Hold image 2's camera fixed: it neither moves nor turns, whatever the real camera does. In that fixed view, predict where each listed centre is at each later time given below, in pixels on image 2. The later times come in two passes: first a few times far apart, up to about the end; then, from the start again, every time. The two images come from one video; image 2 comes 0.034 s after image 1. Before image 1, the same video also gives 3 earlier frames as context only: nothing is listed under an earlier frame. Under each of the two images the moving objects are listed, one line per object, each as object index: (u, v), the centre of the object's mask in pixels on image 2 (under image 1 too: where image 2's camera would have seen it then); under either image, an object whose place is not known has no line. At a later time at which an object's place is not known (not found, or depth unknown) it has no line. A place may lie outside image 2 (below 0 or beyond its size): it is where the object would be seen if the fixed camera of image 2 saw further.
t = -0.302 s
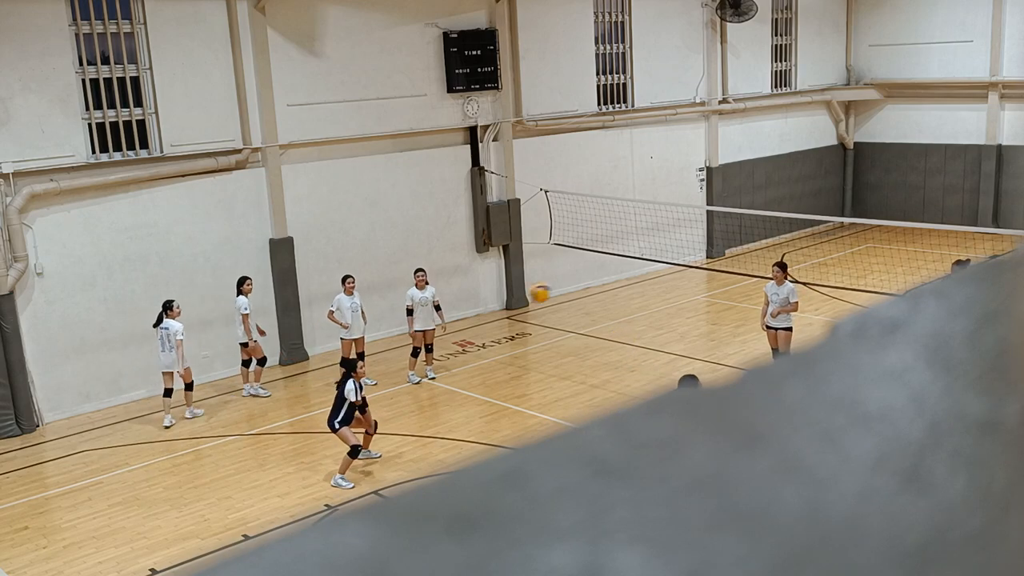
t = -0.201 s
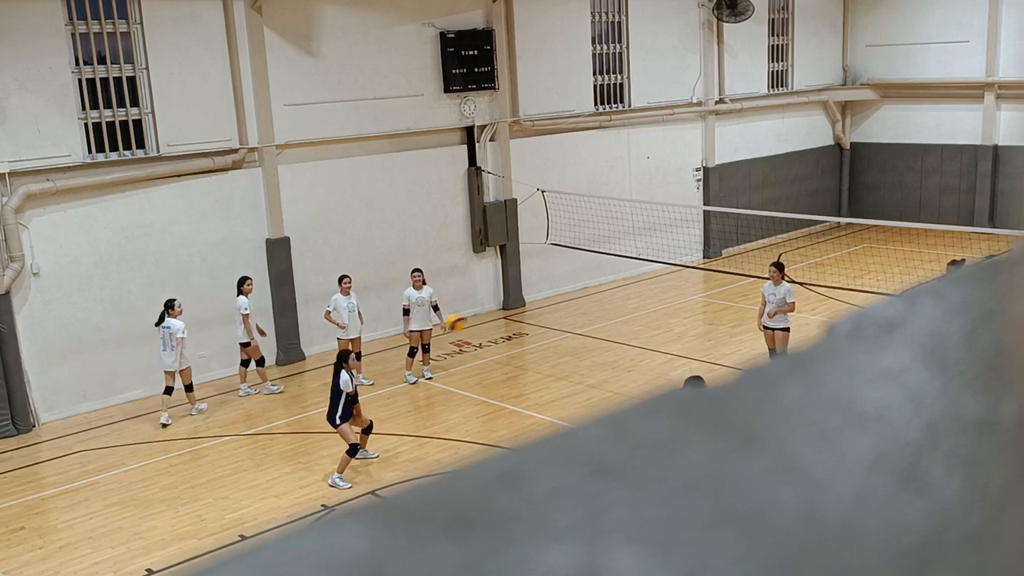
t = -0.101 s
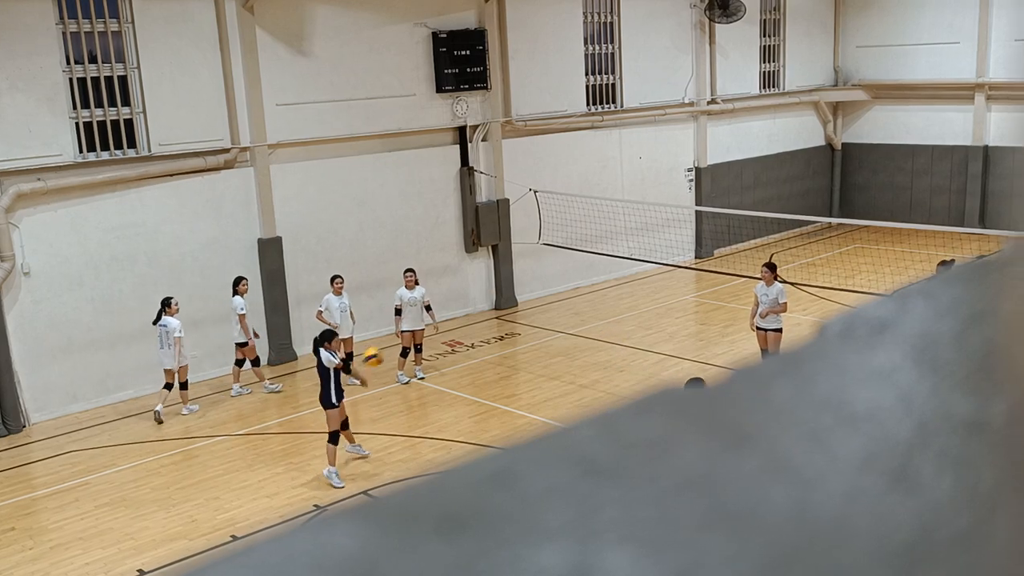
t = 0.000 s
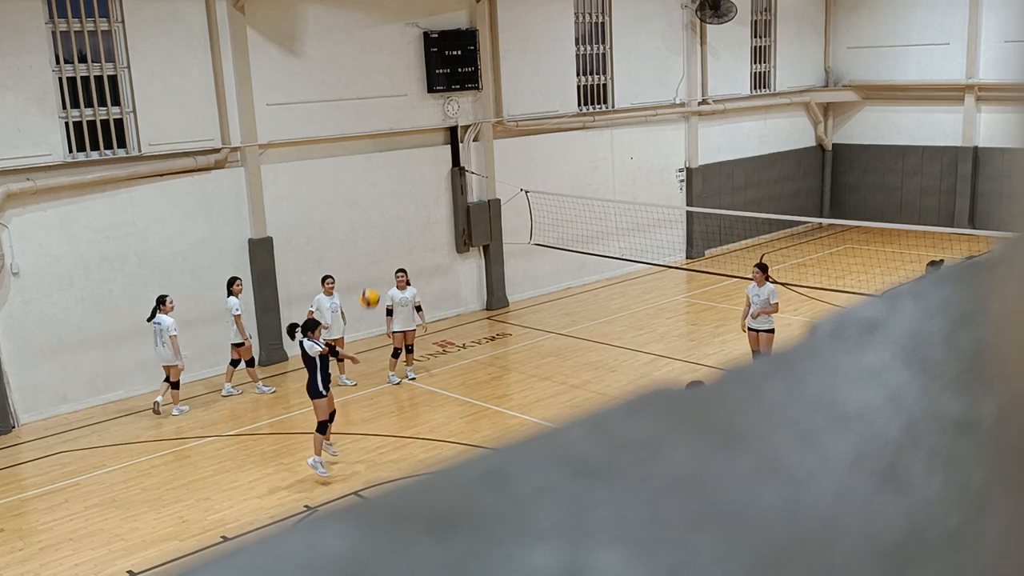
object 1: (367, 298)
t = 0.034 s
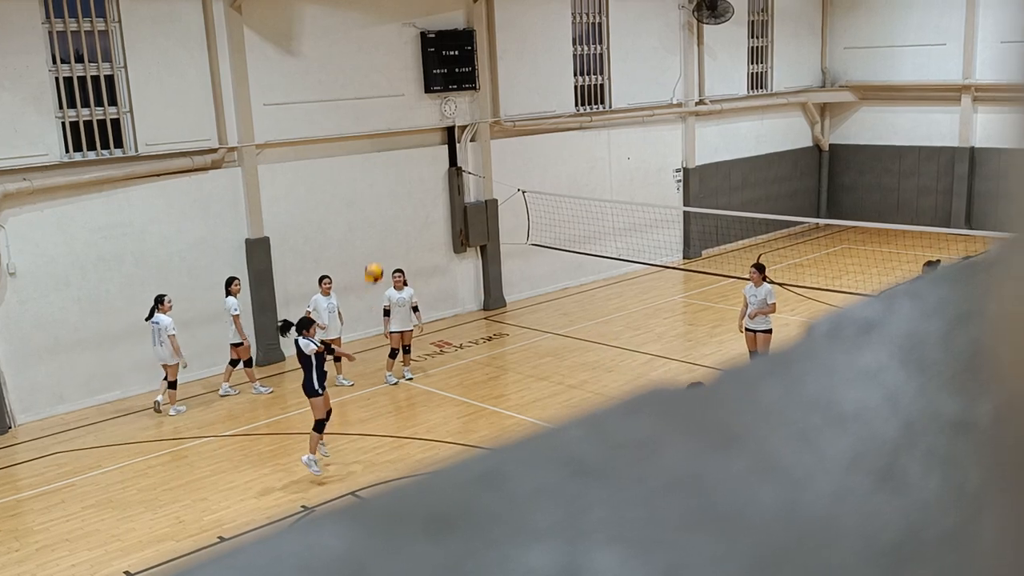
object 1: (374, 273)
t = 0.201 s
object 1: (408, 163)
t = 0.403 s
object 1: (452, 63)
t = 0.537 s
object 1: (483, 18)
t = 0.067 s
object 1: (380, 249)
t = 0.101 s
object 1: (387, 226)
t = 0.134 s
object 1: (394, 204)
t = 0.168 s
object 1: (402, 183)
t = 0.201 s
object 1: (408, 163)
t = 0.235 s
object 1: (415, 143)
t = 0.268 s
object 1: (423, 126)
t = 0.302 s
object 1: (430, 108)
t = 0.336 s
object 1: (437, 92)
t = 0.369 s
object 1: (445, 77)
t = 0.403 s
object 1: (452, 63)
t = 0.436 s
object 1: (460, 51)
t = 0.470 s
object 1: (466, 39)
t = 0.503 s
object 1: (474, 28)
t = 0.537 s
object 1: (483, 18)
